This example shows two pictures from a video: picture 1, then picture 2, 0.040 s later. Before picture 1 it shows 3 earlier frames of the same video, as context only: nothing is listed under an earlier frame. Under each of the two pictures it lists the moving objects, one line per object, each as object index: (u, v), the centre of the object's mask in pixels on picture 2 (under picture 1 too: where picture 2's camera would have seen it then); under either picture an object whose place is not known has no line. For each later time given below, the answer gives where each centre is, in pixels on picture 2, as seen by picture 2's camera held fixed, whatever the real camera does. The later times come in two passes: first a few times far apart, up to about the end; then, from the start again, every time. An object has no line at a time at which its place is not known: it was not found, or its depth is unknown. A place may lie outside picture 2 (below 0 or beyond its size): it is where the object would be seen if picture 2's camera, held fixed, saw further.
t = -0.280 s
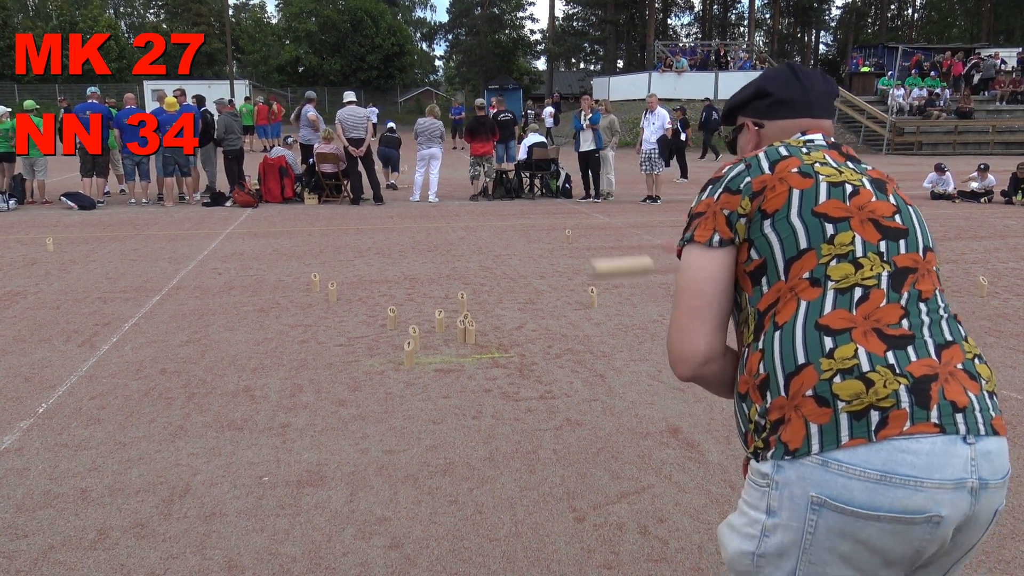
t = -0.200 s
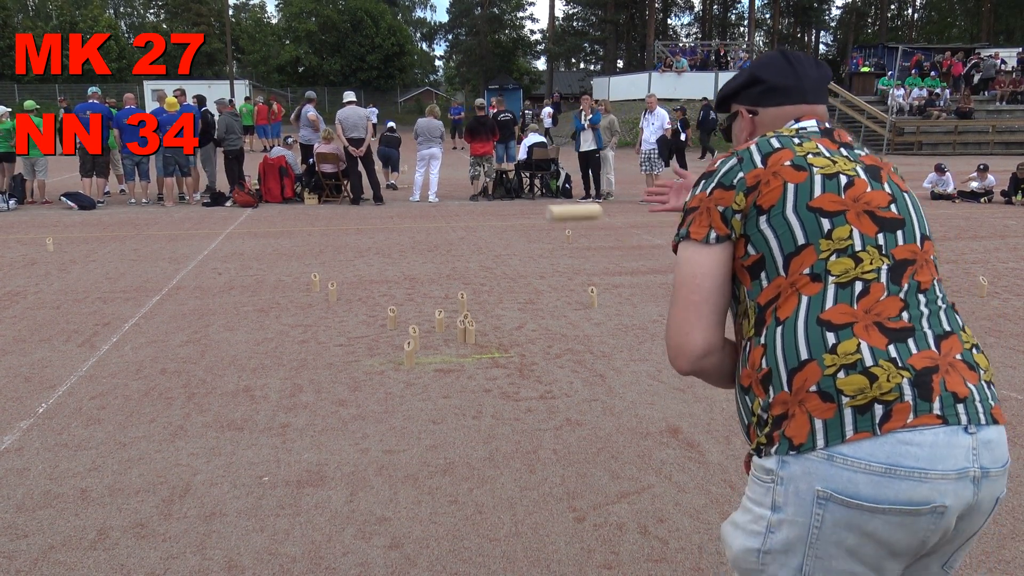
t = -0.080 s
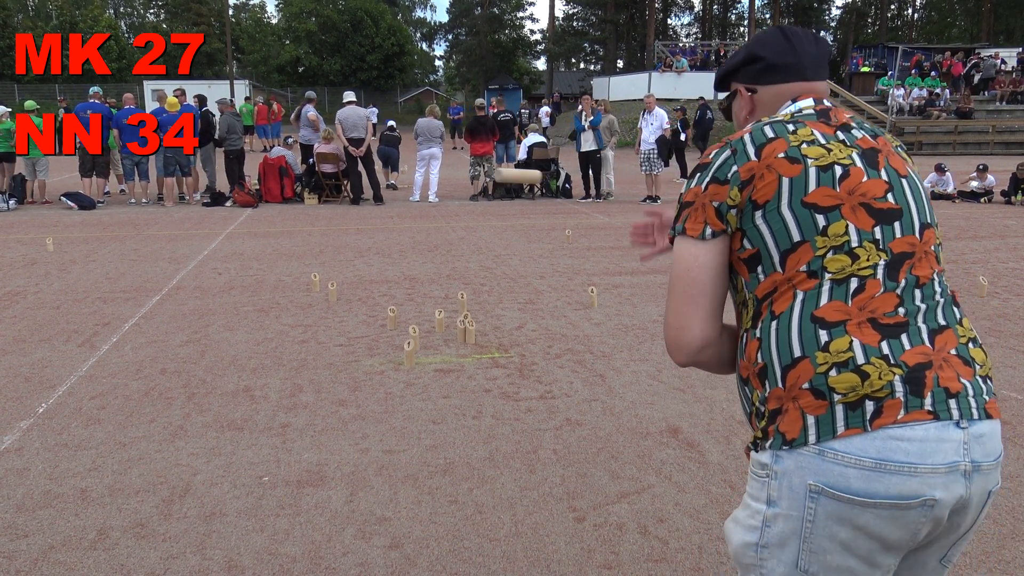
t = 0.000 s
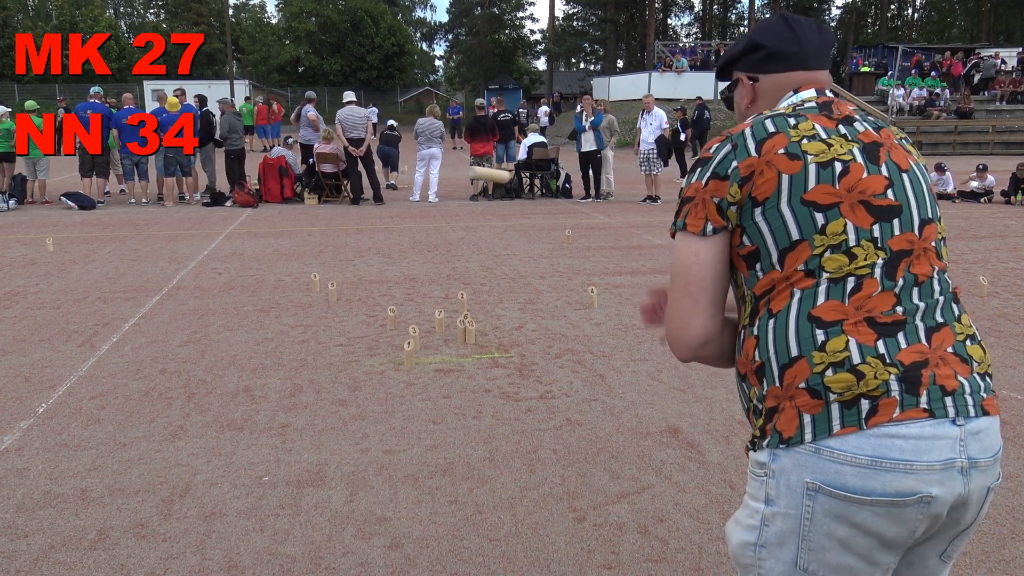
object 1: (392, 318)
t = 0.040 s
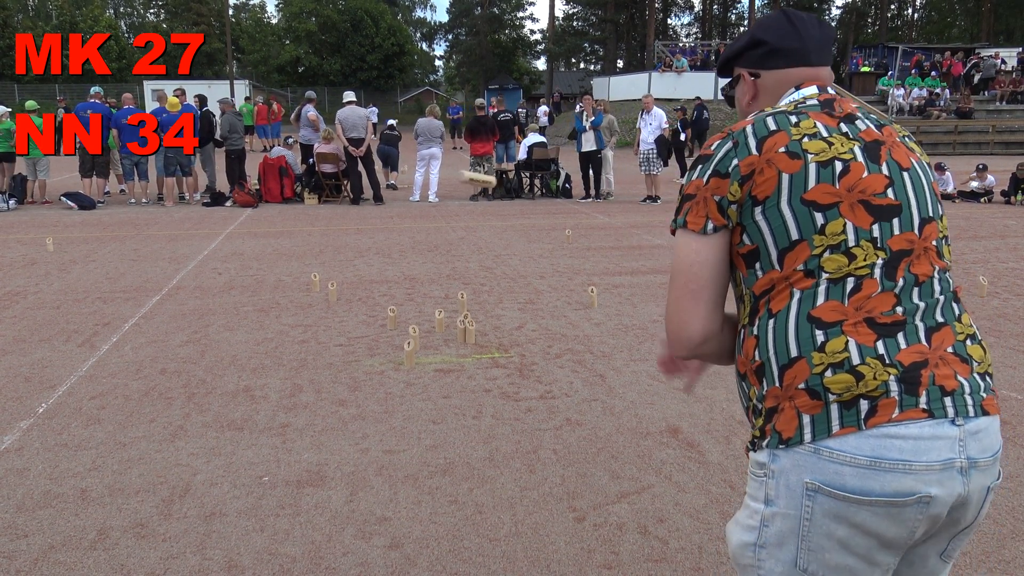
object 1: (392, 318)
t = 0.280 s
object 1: (392, 318)
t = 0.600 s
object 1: (342, 307)
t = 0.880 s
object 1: (291, 304)
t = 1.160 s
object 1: (257, 304)
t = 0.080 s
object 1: (392, 318)
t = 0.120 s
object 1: (392, 318)
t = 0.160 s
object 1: (392, 318)
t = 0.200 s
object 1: (392, 318)
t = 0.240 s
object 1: (392, 318)
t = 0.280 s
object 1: (392, 318)
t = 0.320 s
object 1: (392, 318)
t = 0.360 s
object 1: (392, 318)
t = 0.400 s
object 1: (391, 319)
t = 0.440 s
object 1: (383, 314)
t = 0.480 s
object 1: (372, 314)
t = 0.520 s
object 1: (361, 313)
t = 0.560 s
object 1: (352, 311)
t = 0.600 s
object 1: (342, 307)
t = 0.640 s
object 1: (335, 305)
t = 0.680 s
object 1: (325, 306)
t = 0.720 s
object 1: (319, 303)
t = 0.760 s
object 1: (311, 303)
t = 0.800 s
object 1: (303, 304)
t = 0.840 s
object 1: (297, 304)
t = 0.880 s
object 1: (291, 304)
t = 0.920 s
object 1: (285, 303)
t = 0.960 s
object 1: (280, 304)
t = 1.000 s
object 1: (275, 303)
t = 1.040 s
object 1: (271, 304)
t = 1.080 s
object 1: (266, 304)
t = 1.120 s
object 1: (261, 304)
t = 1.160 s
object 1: (257, 304)
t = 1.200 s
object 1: (255, 304)
